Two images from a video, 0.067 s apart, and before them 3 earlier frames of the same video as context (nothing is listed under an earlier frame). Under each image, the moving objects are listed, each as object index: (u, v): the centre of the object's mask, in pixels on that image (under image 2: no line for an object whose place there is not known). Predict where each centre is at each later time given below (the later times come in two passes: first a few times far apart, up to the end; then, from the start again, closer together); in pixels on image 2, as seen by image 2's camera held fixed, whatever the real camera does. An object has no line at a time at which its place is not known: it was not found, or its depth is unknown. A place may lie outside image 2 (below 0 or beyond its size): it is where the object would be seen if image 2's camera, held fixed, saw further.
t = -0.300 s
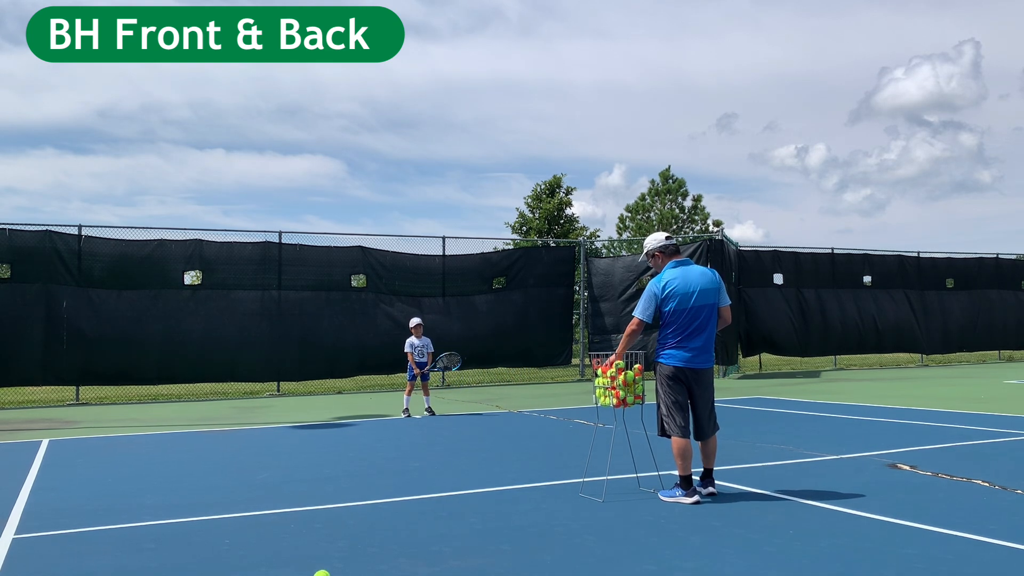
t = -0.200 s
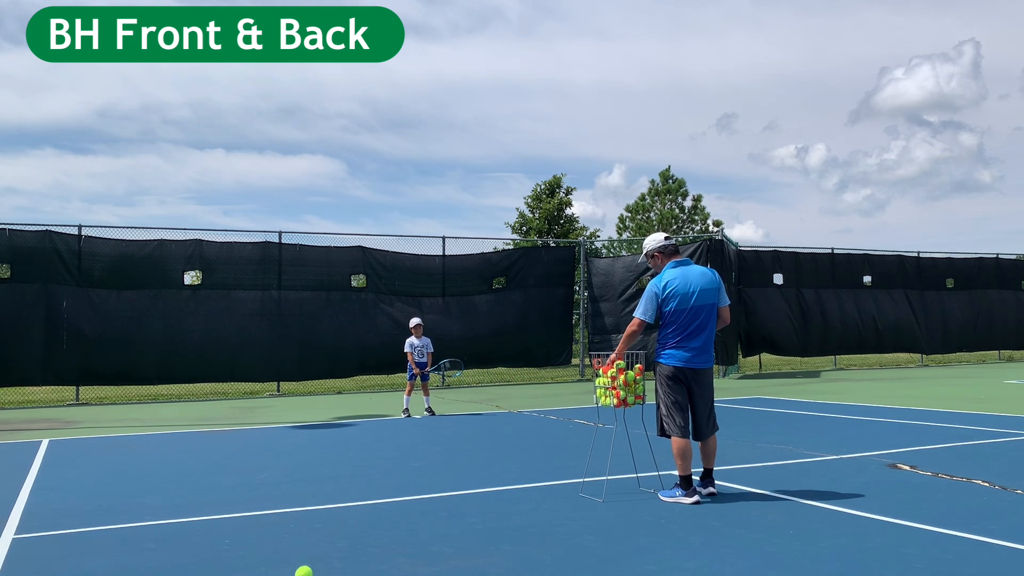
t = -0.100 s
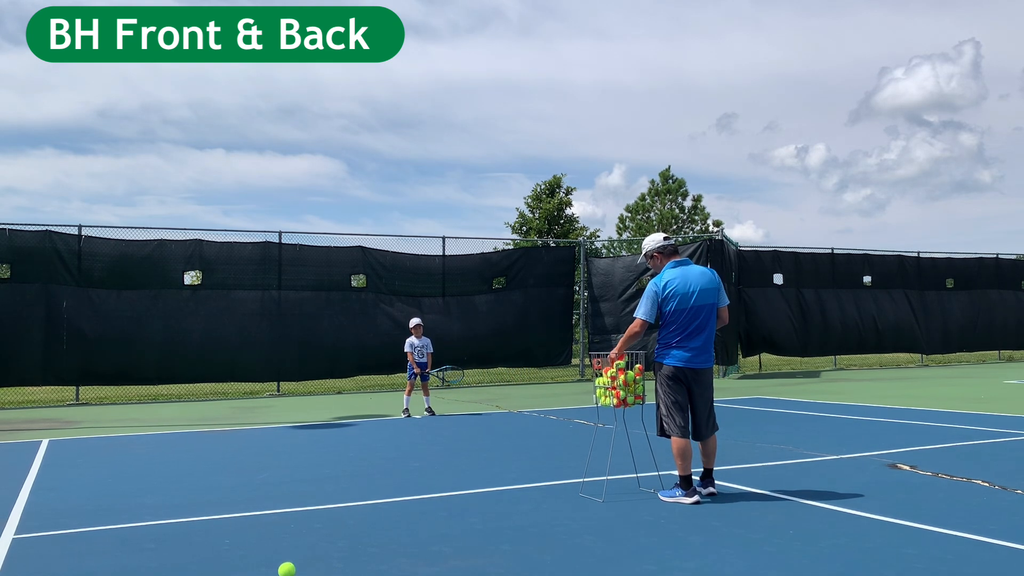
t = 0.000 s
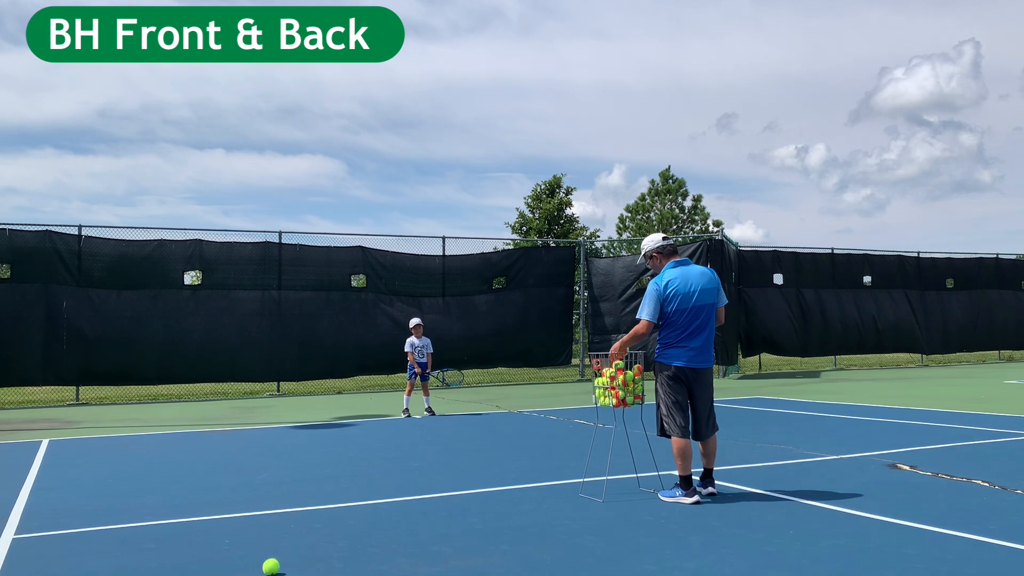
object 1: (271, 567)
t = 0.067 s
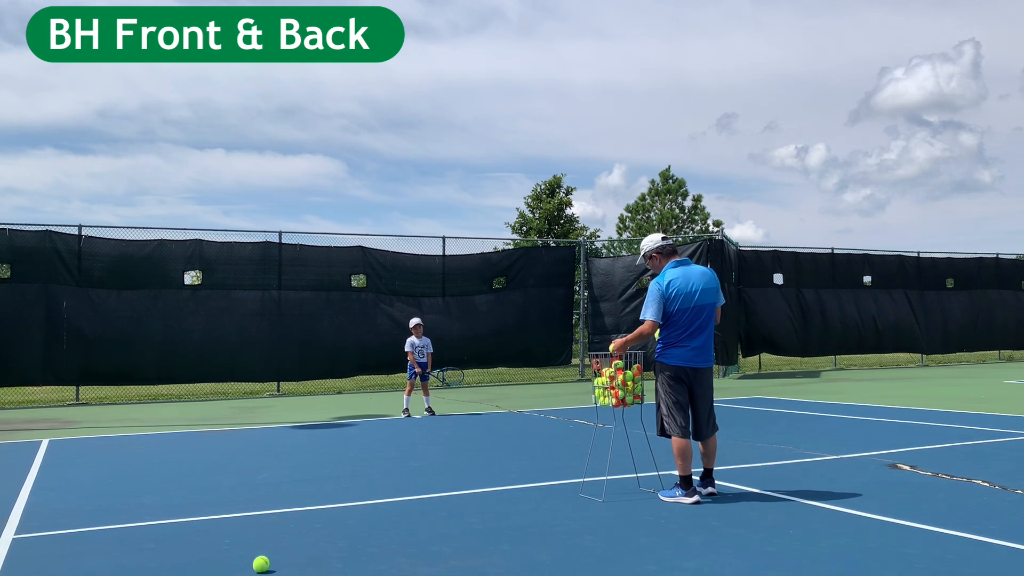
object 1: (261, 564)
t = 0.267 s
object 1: (233, 557)
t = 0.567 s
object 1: (198, 548)
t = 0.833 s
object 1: (171, 541)
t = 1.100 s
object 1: (148, 535)
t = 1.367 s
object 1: (128, 529)
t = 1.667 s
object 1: (109, 524)
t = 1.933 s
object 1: (94, 520)
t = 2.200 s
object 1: (80, 516)
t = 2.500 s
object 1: (67, 512)
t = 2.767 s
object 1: (56, 508)
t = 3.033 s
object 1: (47, 505)
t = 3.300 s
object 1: (38, 503)
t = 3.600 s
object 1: (29, 500)
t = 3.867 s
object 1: (21, 498)
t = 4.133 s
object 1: (13, 496)
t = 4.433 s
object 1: (5, 494)
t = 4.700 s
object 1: (2, 492)
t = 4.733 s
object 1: (2, 491)
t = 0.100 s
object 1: (256, 563)
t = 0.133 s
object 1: (251, 562)
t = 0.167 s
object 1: (247, 560)
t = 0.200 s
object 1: (242, 559)
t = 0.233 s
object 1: (238, 558)
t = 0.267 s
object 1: (233, 557)
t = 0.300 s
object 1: (229, 556)
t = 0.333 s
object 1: (225, 555)
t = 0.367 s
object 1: (221, 554)
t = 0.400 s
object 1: (217, 553)
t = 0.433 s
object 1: (212, 552)
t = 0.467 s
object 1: (209, 551)
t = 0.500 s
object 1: (205, 550)
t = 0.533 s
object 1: (201, 549)
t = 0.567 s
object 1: (198, 548)
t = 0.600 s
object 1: (194, 547)
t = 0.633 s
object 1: (190, 546)
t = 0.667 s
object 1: (187, 545)
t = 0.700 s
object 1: (183, 545)
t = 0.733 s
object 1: (180, 543)
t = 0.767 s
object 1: (177, 543)
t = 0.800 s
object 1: (174, 542)
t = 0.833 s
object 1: (171, 541)
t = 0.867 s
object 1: (168, 540)
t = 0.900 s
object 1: (165, 540)
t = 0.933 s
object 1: (162, 539)
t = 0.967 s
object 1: (159, 538)
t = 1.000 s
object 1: (156, 537)
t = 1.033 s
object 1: (153, 536)
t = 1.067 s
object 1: (151, 536)
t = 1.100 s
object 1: (148, 535)
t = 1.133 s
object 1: (146, 534)
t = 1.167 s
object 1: (143, 533)
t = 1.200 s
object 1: (140, 533)
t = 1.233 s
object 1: (138, 532)
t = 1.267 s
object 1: (136, 531)
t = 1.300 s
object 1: (133, 531)
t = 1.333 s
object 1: (131, 530)
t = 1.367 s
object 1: (128, 529)
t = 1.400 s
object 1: (126, 529)
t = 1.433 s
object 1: (124, 528)
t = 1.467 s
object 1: (121, 527)
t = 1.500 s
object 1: (119, 527)
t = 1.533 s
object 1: (117, 526)
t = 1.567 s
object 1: (115, 526)
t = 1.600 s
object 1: (113, 525)
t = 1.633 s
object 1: (111, 525)
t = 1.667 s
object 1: (109, 524)
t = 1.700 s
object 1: (107, 523)
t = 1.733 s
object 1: (105, 523)
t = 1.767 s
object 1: (103, 522)
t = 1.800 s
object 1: (101, 522)
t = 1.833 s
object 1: (99, 521)
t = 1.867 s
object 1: (97, 521)
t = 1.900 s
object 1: (96, 520)
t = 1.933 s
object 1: (94, 520)
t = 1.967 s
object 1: (92, 519)
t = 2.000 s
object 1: (90, 519)
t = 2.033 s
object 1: (88, 518)
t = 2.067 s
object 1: (87, 518)
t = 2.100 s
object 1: (85, 517)
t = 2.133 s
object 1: (84, 517)
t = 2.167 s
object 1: (82, 516)
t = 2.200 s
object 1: (80, 516)
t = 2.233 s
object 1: (79, 516)
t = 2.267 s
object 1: (77, 515)
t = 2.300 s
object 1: (76, 515)
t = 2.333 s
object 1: (74, 514)
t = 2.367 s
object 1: (73, 514)
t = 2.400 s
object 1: (71, 513)
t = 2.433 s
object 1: (70, 513)
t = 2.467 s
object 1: (68, 513)
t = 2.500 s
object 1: (67, 512)
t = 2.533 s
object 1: (65, 512)
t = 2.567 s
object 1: (64, 511)
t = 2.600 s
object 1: (63, 511)
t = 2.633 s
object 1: (61, 510)
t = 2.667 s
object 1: (60, 510)
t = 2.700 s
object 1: (59, 509)
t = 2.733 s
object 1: (57, 509)
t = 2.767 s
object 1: (56, 508)
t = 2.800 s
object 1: (55, 508)
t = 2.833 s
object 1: (54, 508)
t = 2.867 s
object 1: (52, 507)
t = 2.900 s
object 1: (51, 507)
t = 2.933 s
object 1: (50, 507)
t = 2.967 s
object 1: (49, 506)
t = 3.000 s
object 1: (48, 506)
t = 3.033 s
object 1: (47, 505)
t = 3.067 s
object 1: (45, 505)
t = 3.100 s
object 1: (44, 505)
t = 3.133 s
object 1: (43, 504)
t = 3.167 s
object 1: (42, 504)
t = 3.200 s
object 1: (41, 504)
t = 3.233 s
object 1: (40, 503)
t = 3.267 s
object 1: (39, 503)
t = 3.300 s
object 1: (38, 503)
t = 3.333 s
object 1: (37, 502)
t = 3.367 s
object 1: (36, 502)
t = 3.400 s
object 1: (35, 502)
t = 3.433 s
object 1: (34, 501)
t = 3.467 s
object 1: (33, 501)
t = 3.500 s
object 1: (32, 501)
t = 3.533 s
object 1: (31, 501)
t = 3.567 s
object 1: (30, 501)
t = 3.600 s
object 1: (29, 500)
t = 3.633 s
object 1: (28, 500)
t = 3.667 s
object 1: (27, 500)
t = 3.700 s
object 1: (26, 500)
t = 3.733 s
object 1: (25, 499)
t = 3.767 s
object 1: (24, 499)
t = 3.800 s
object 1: (23, 499)
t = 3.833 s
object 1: (21, 499)
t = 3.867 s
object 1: (21, 498)
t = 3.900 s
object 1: (20, 498)
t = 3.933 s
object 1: (19, 497)
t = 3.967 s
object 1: (17, 497)
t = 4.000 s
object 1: (17, 497)
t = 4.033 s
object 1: (16, 497)
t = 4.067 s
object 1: (15, 497)
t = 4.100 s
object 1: (14, 496)
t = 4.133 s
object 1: (13, 496)
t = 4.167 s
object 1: (12, 496)
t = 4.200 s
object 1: (11, 496)
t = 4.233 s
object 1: (11, 495)
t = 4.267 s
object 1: (10, 495)
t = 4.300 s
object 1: (9, 495)
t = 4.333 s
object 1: (8, 495)
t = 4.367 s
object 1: (7, 494)
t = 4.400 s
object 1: (6, 494)
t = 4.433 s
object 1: (5, 494)
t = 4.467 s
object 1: (5, 493)
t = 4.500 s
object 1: (4, 493)
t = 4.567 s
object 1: (4, 492)
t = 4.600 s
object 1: (3, 492)
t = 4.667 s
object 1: (3, 492)
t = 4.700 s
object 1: (2, 492)
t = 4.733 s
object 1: (2, 491)
